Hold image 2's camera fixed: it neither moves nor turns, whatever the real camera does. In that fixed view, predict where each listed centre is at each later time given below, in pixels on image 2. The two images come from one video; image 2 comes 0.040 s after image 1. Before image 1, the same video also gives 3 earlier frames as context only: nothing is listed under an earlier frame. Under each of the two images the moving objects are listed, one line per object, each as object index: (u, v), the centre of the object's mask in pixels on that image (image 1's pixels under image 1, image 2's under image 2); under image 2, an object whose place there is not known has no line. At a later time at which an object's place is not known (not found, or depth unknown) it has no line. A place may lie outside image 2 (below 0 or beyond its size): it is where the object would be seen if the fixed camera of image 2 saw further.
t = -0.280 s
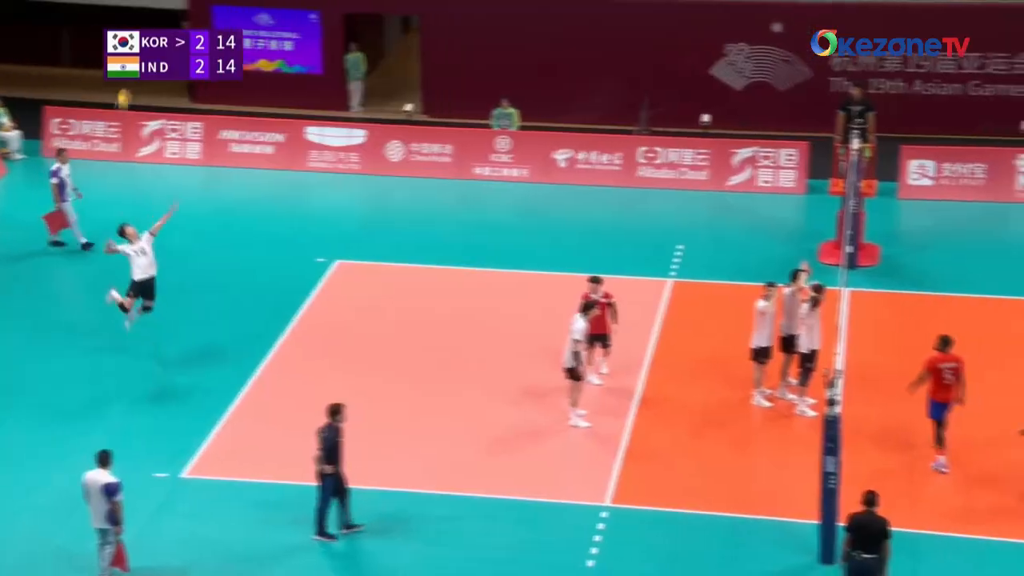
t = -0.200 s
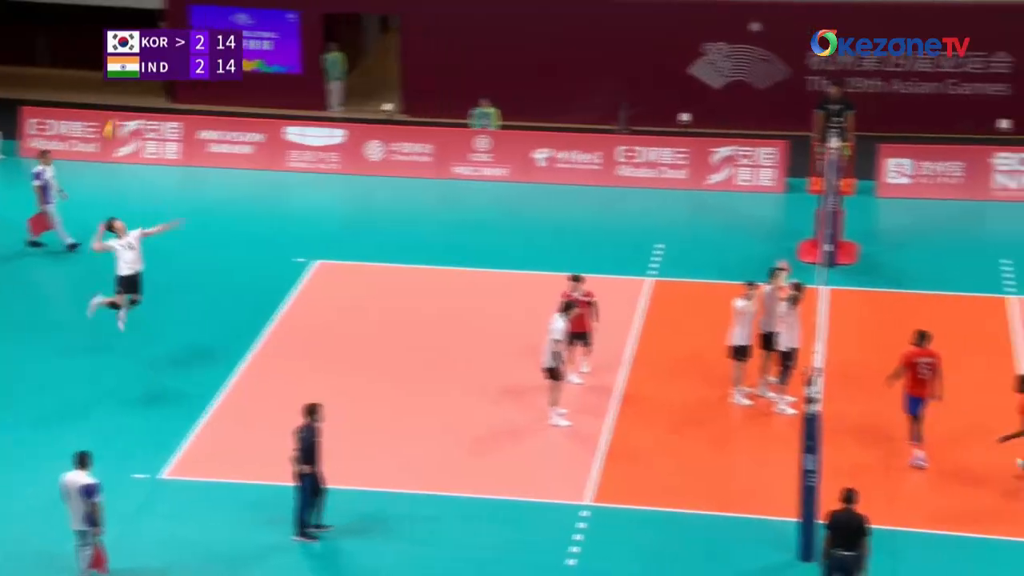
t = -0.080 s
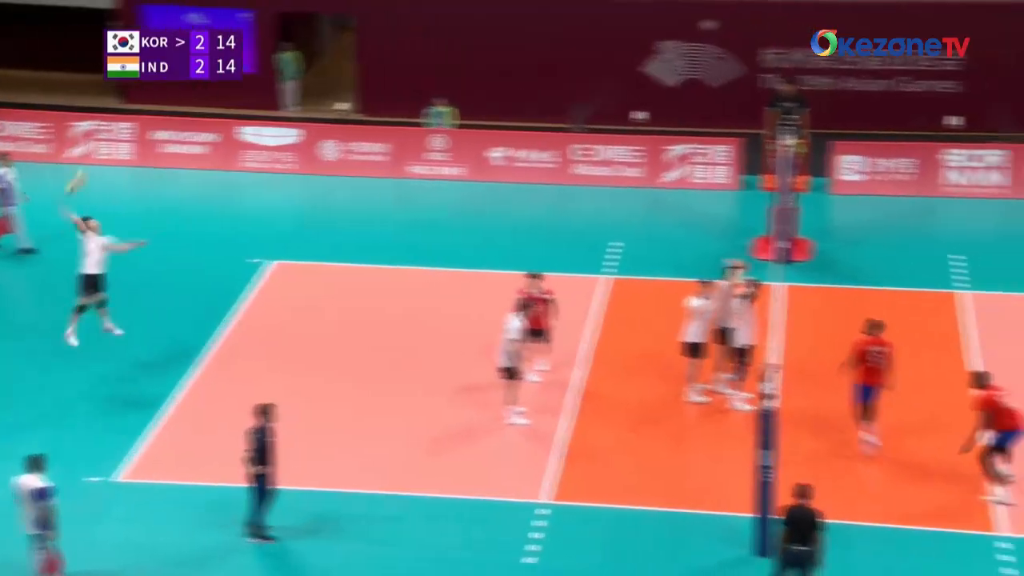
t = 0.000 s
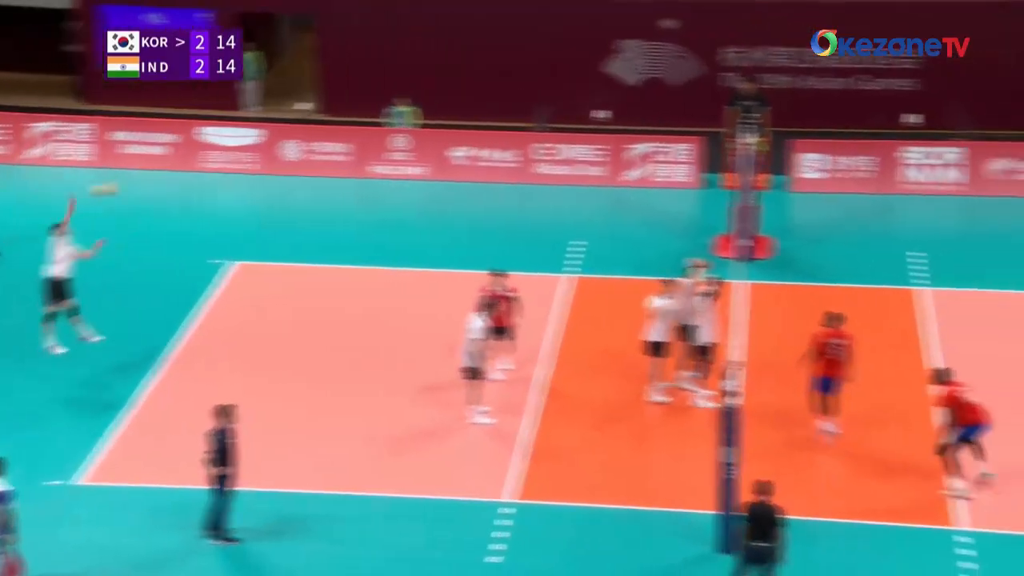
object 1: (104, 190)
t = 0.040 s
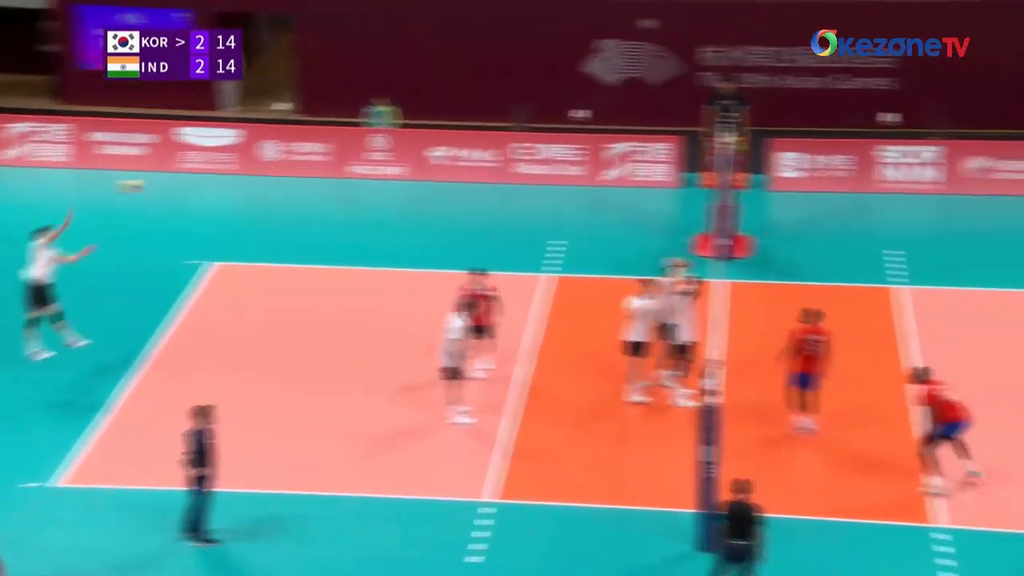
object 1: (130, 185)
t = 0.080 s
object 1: (177, 183)
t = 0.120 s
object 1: (225, 183)
